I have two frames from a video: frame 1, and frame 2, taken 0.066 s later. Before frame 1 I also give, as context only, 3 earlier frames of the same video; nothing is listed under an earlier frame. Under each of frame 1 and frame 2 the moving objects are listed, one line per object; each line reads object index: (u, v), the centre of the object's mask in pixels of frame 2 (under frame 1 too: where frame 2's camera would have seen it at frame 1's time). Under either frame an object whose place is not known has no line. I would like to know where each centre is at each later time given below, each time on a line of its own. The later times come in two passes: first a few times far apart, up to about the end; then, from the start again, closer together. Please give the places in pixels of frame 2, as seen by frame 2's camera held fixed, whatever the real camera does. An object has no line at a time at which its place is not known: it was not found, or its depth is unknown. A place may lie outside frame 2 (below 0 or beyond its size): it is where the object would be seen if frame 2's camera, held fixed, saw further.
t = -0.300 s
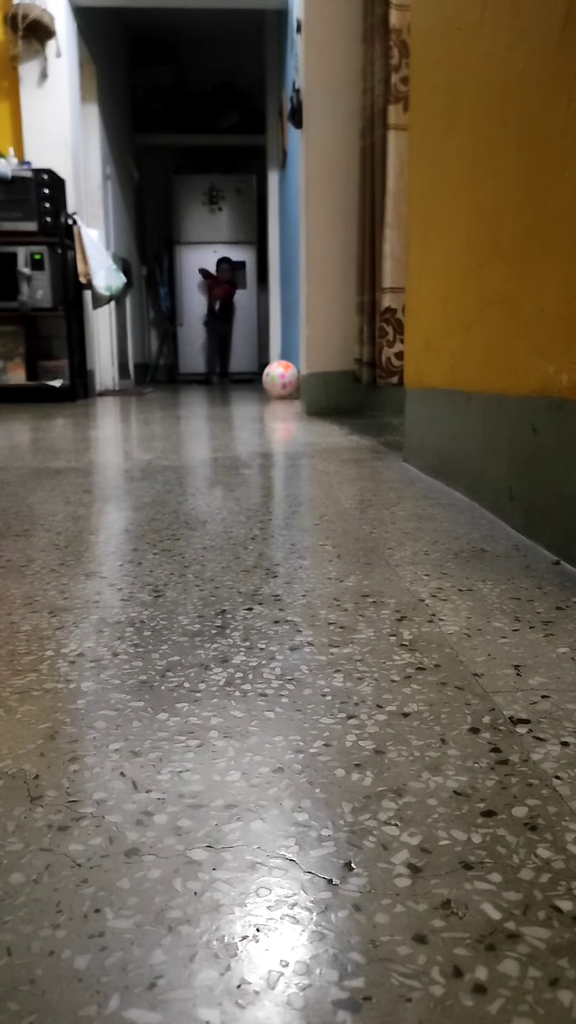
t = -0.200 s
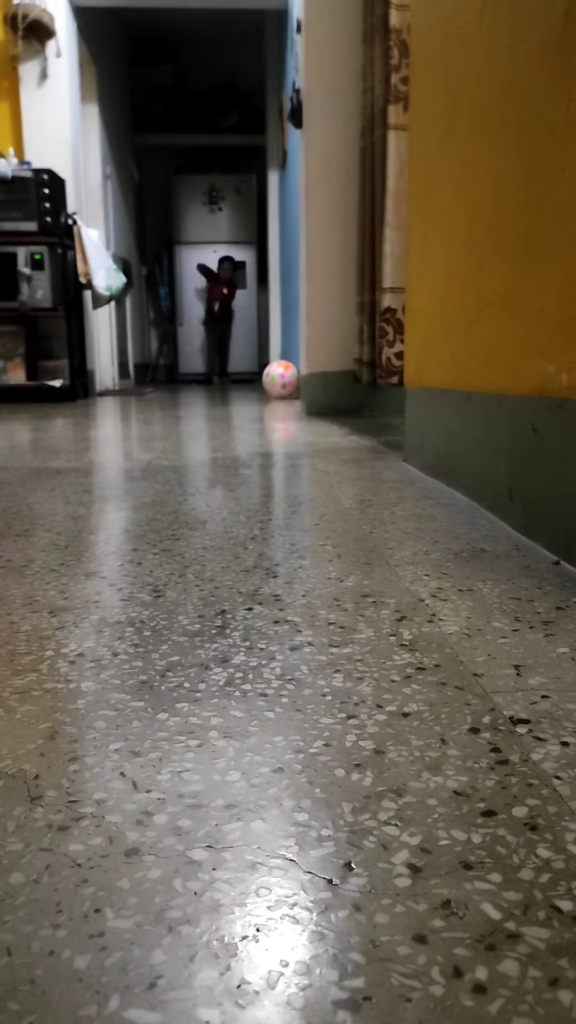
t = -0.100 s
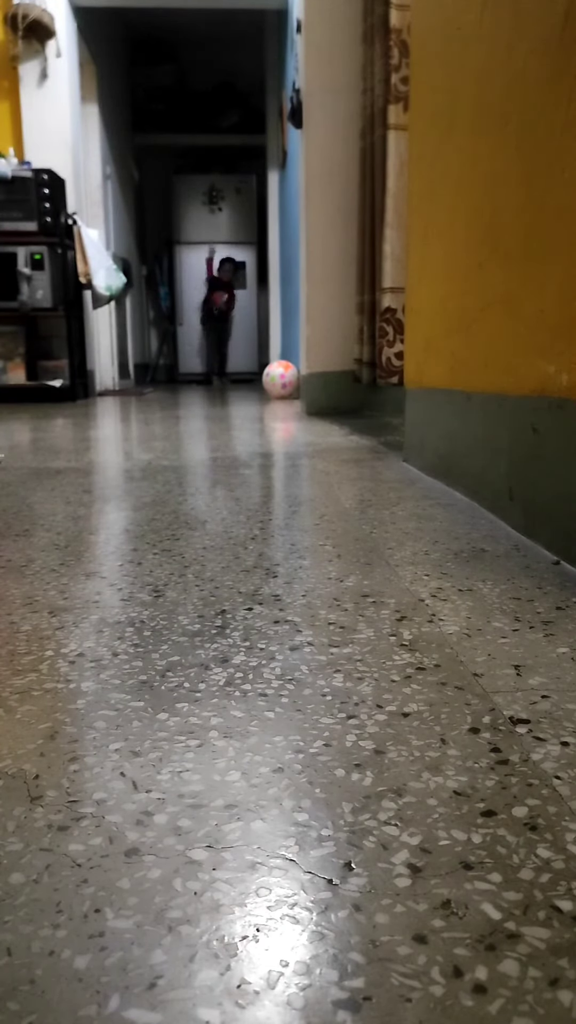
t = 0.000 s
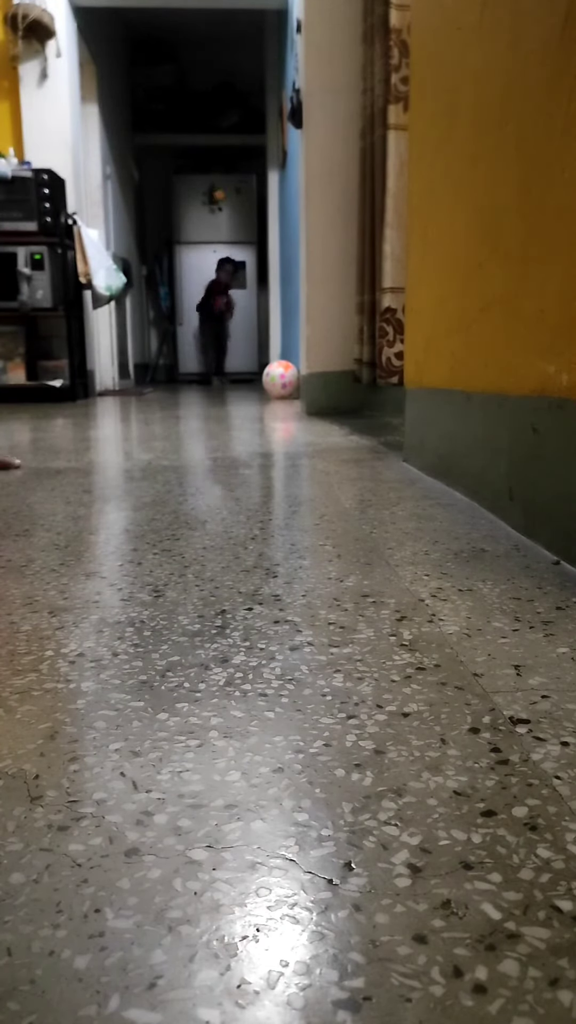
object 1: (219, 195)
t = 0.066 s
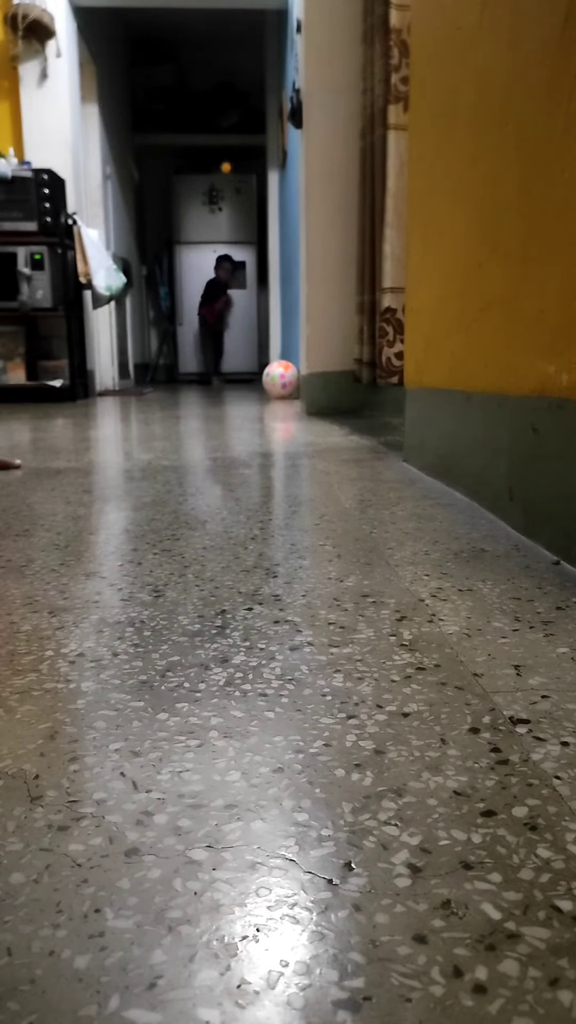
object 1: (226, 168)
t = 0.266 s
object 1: (254, 109)
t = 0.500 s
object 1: (209, 148)
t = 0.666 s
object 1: (21, 302)
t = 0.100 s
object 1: (229, 156)
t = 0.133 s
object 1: (233, 144)
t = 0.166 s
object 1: (238, 133)
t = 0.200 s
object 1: (242, 124)
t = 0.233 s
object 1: (248, 115)
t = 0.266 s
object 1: (254, 109)
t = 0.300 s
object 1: (260, 104)
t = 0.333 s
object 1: (268, 101)
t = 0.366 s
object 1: (276, 101)
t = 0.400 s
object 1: (284, 102)
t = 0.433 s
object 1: (279, 110)
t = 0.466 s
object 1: (246, 127)
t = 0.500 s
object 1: (209, 148)
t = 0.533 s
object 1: (173, 171)
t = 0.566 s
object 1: (135, 199)
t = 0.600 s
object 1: (98, 229)
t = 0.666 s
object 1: (21, 302)
